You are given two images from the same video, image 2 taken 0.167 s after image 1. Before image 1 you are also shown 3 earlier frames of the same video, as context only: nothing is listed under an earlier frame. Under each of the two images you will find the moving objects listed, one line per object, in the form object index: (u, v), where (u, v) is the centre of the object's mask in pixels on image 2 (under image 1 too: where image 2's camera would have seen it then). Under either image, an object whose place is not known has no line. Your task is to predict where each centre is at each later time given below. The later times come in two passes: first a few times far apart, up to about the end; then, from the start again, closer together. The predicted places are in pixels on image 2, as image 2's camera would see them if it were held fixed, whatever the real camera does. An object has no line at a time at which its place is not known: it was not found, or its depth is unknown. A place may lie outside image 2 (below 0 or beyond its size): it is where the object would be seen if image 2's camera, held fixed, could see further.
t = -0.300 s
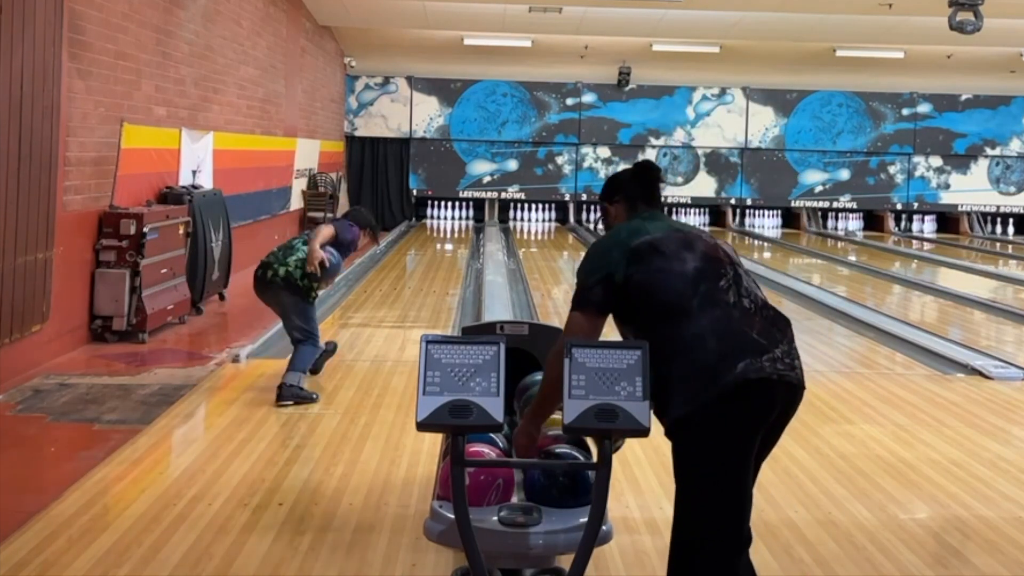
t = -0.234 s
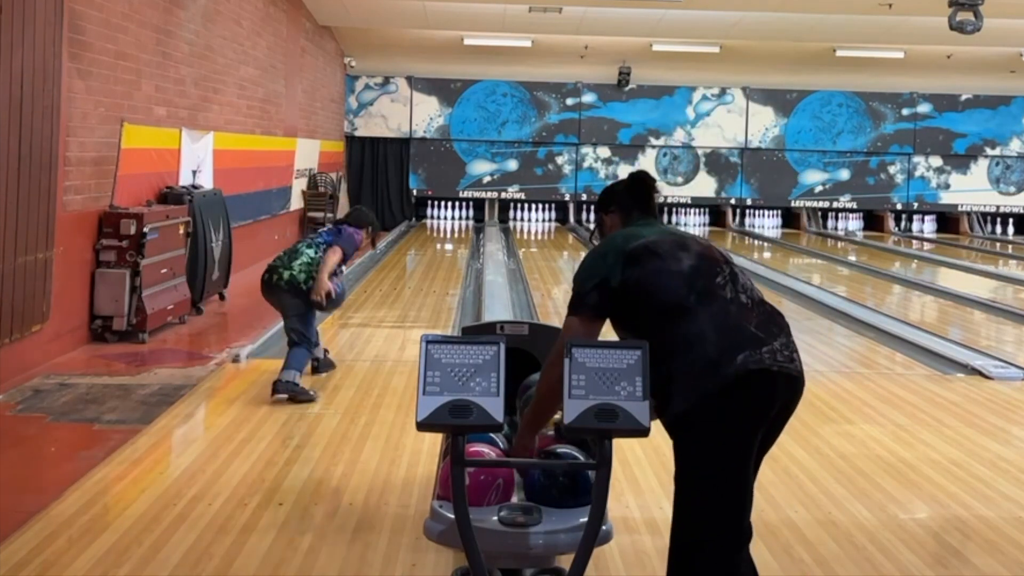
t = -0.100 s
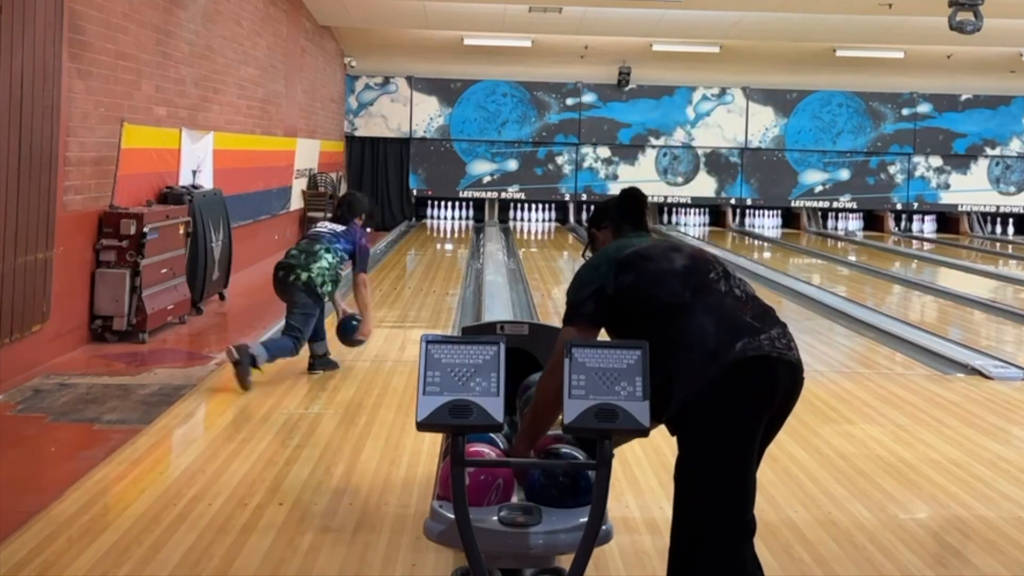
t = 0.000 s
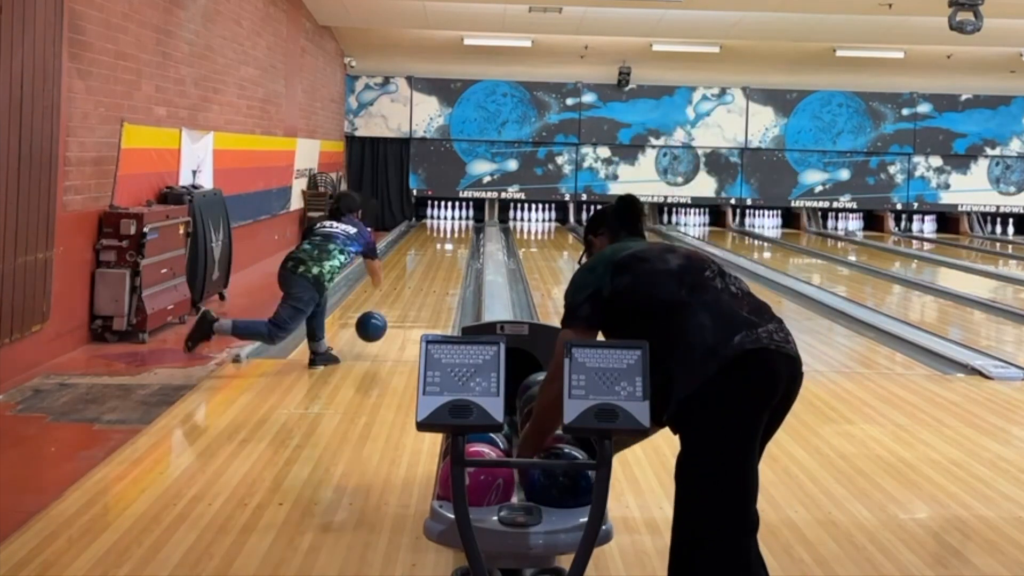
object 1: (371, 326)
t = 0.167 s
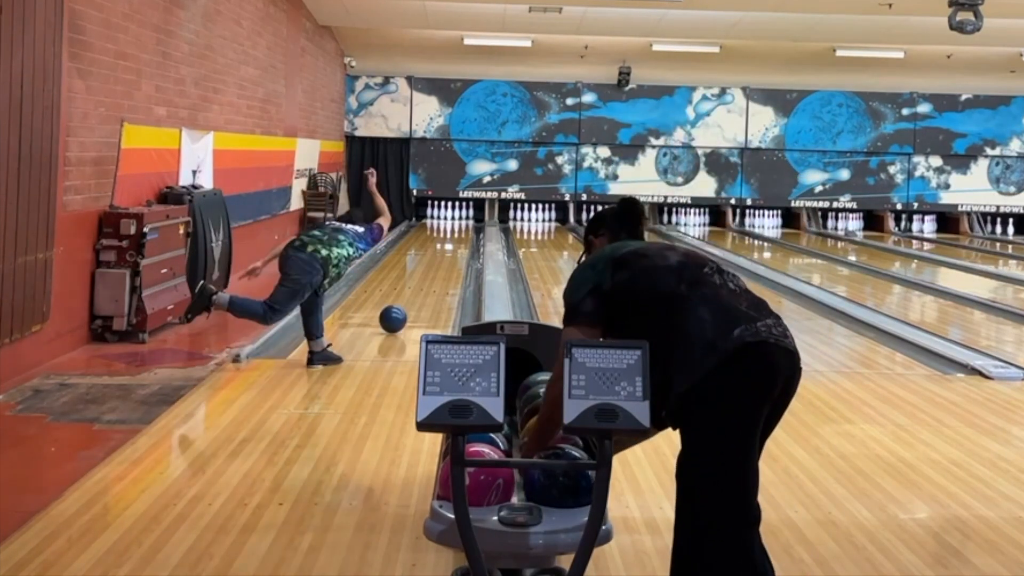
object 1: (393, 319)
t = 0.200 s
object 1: (397, 316)
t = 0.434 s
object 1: (419, 296)
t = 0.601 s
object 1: (430, 284)
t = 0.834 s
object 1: (444, 270)
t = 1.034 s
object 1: (452, 260)
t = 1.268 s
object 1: (459, 251)
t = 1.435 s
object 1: (463, 245)
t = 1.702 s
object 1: (468, 237)
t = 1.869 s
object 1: (469, 234)
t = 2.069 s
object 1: (470, 229)
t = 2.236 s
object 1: (468, 226)
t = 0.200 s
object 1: (397, 316)
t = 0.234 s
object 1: (400, 313)
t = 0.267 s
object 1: (404, 310)
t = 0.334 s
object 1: (410, 304)
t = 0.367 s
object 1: (413, 301)
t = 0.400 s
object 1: (416, 299)
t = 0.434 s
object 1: (419, 296)
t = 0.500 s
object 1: (423, 291)
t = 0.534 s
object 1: (426, 289)
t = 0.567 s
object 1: (428, 286)
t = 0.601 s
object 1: (430, 284)
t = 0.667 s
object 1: (435, 280)
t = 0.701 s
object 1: (437, 277)
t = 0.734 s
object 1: (439, 275)
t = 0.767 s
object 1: (440, 274)
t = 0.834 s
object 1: (444, 270)
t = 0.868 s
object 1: (445, 268)
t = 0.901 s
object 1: (447, 267)
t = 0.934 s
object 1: (448, 265)
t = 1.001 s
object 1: (451, 262)
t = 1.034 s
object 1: (452, 260)
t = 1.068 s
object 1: (454, 259)
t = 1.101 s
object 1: (455, 258)
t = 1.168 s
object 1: (457, 255)
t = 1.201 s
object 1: (458, 254)
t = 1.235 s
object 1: (459, 252)
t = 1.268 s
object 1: (459, 251)
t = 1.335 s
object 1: (461, 249)
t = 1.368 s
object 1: (462, 248)
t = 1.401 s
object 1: (463, 246)
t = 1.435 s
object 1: (463, 245)
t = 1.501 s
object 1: (465, 243)
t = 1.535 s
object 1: (466, 242)
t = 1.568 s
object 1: (467, 241)
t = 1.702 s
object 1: (468, 237)
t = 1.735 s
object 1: (468, 237)
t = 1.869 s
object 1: (469, 234)
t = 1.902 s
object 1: (469, 233)
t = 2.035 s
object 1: (470, 230)
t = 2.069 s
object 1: (470, 229)
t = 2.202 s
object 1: (470, 227)
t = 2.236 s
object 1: (468, 226)
